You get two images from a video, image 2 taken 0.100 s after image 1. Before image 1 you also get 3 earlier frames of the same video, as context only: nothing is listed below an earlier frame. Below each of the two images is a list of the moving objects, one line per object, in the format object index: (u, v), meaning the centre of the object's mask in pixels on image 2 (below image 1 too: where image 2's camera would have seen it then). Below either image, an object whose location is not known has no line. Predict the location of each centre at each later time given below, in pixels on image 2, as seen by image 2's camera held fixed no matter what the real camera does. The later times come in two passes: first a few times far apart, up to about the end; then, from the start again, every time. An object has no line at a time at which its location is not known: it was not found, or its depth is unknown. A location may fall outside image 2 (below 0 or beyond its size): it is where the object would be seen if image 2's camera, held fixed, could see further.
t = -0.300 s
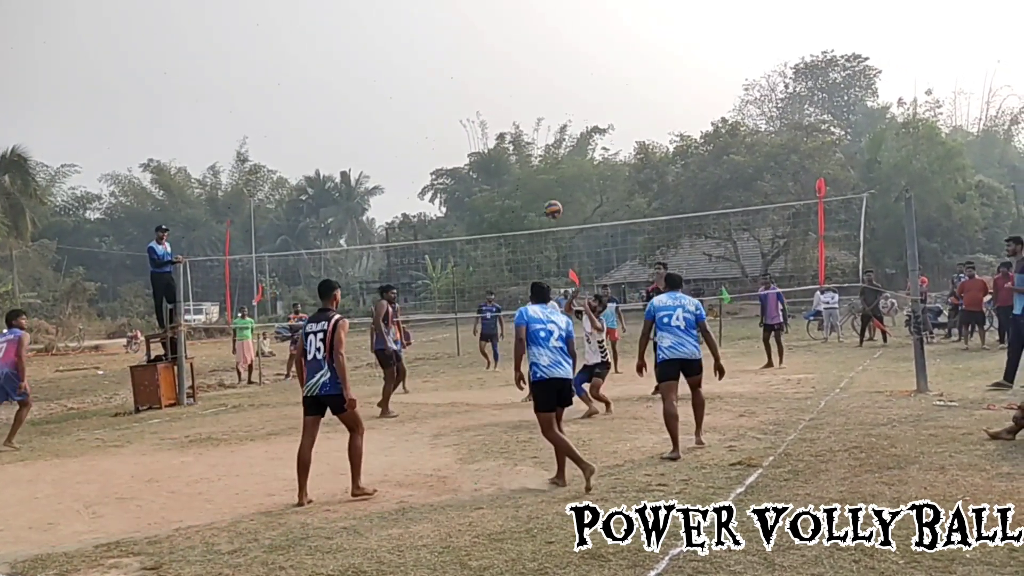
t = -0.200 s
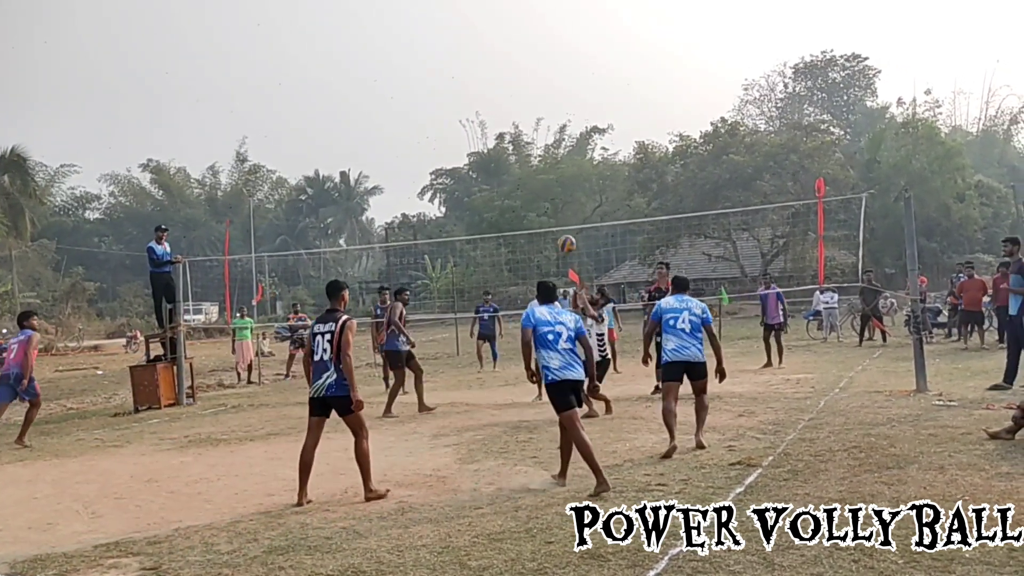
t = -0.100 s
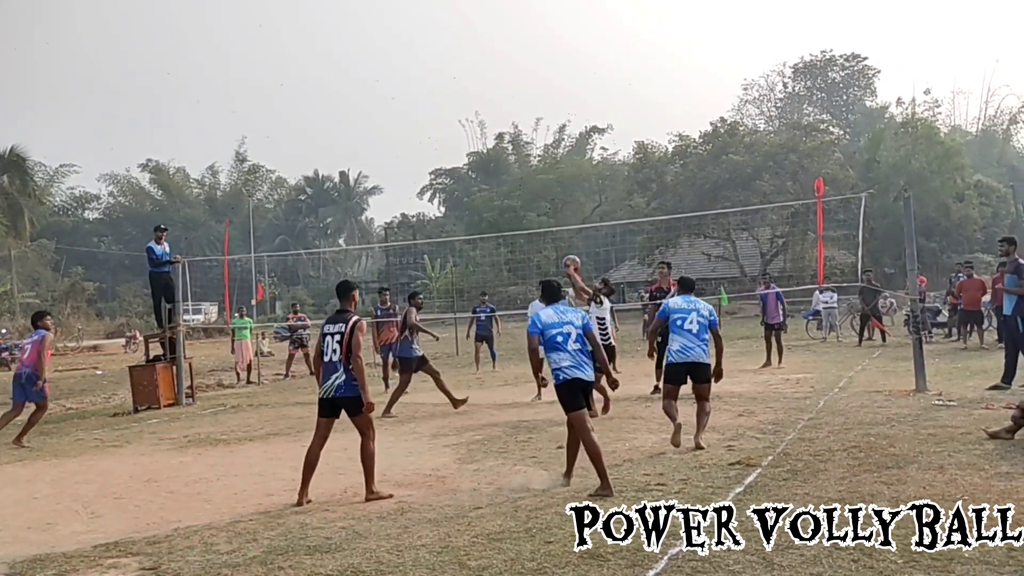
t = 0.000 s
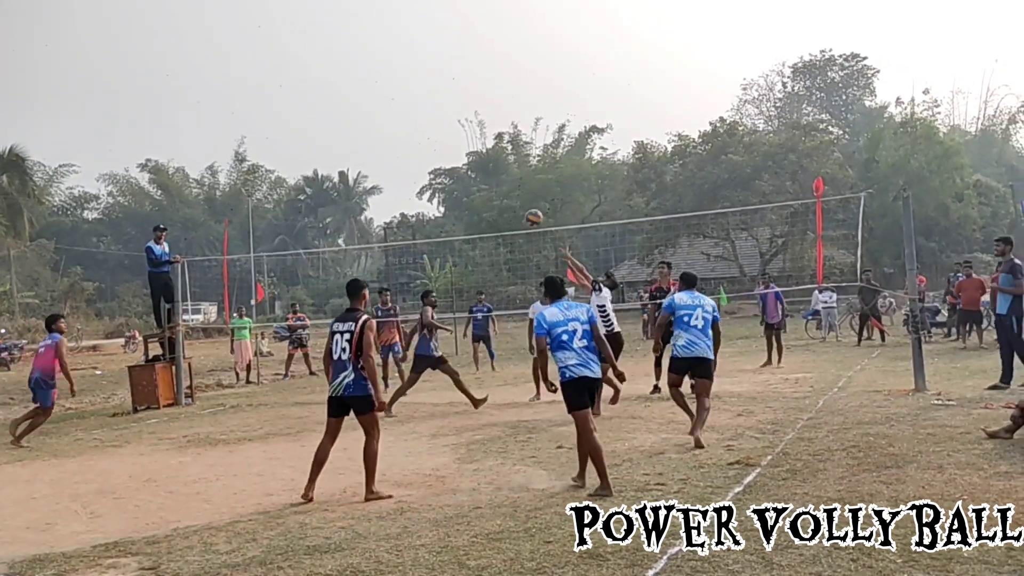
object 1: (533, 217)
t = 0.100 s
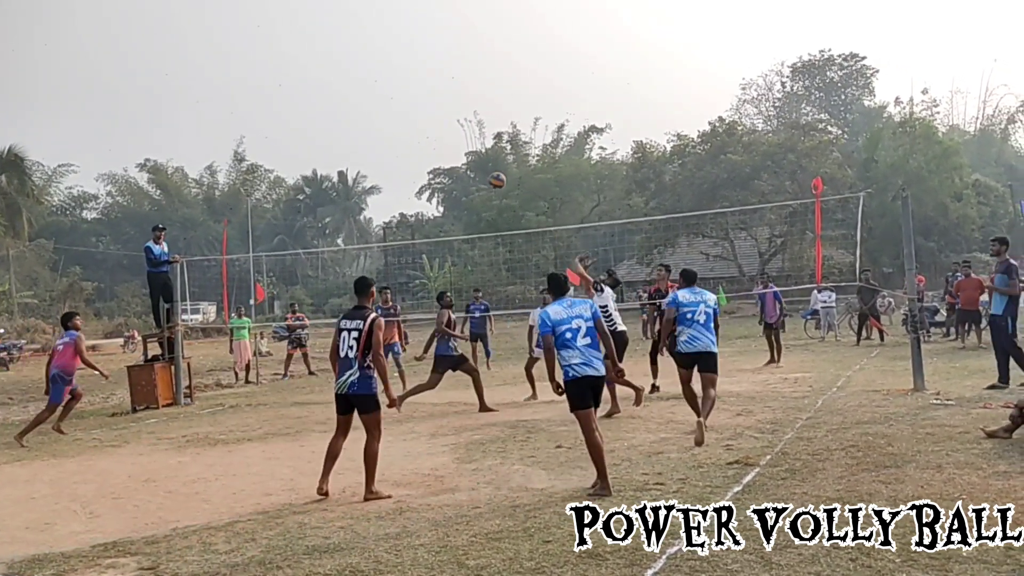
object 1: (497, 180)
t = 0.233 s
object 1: (451, 145)
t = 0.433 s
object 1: (388, 120)
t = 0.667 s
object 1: (322, 128)
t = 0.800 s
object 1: (287, 150)
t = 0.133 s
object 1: (486, 170)
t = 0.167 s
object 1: (474, 161)
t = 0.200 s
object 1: (462, 153)
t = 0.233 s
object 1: (451, 145)
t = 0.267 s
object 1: (440, 139)
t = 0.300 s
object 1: (429, 133)
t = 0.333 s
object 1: (419, 129)
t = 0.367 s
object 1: (409, 125)
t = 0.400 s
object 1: (398, 122)
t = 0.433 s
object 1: (388, 120)
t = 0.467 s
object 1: (378, 119)
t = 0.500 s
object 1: (368, 118)
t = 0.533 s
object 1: (359, 119)
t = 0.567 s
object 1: (349, 120)
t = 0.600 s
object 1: (340, 122)
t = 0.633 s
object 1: (331, 125)
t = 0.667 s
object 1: (322, 128)
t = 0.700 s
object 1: (313, 133)
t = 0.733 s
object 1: (304, 138)
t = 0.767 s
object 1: (296, 144)
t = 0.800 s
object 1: (287, 150)
